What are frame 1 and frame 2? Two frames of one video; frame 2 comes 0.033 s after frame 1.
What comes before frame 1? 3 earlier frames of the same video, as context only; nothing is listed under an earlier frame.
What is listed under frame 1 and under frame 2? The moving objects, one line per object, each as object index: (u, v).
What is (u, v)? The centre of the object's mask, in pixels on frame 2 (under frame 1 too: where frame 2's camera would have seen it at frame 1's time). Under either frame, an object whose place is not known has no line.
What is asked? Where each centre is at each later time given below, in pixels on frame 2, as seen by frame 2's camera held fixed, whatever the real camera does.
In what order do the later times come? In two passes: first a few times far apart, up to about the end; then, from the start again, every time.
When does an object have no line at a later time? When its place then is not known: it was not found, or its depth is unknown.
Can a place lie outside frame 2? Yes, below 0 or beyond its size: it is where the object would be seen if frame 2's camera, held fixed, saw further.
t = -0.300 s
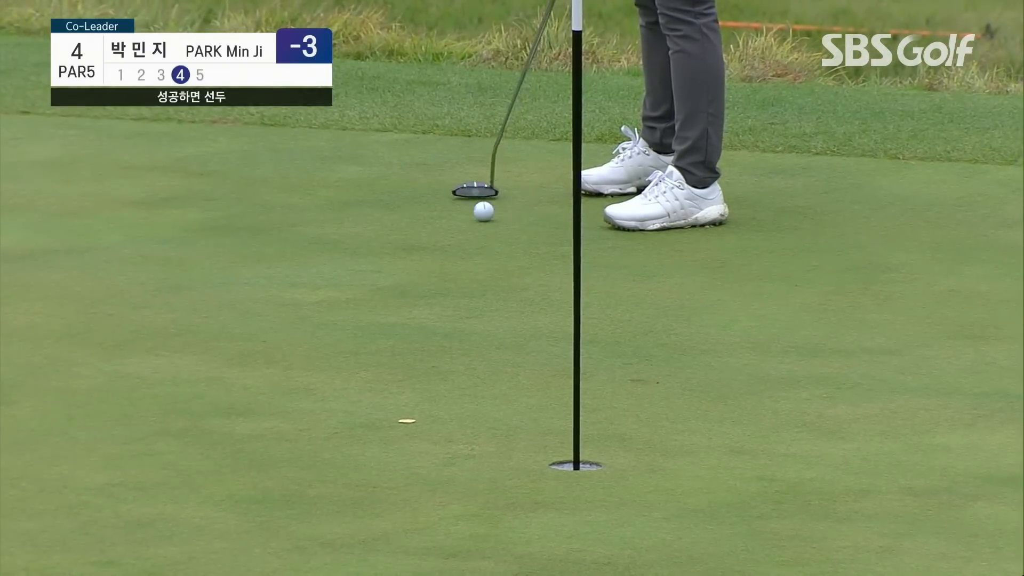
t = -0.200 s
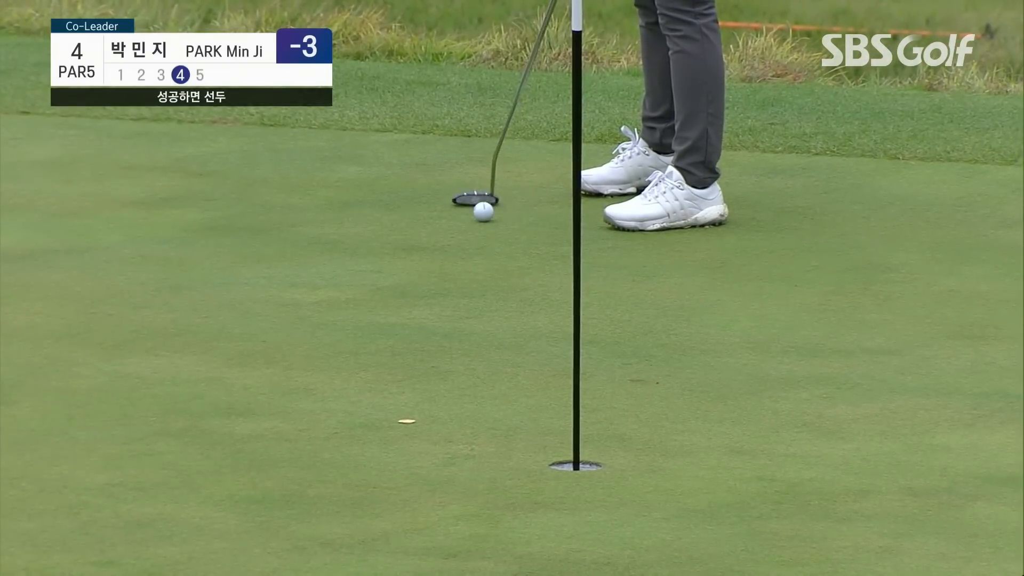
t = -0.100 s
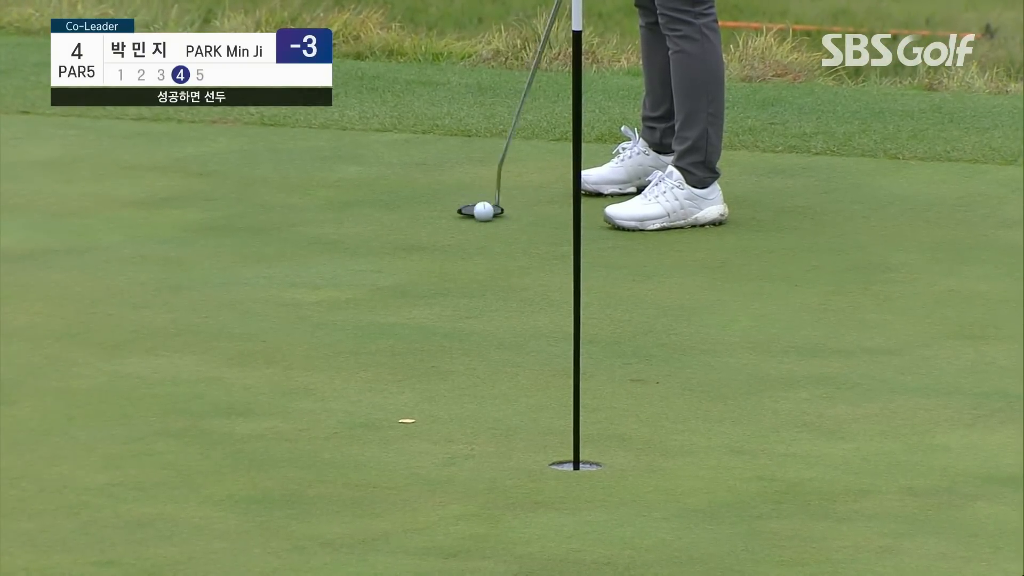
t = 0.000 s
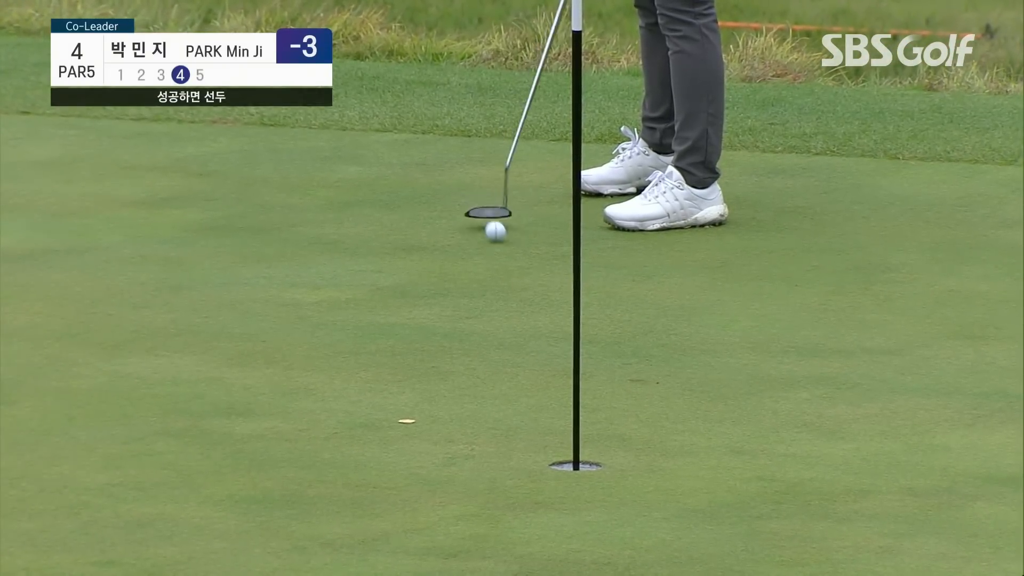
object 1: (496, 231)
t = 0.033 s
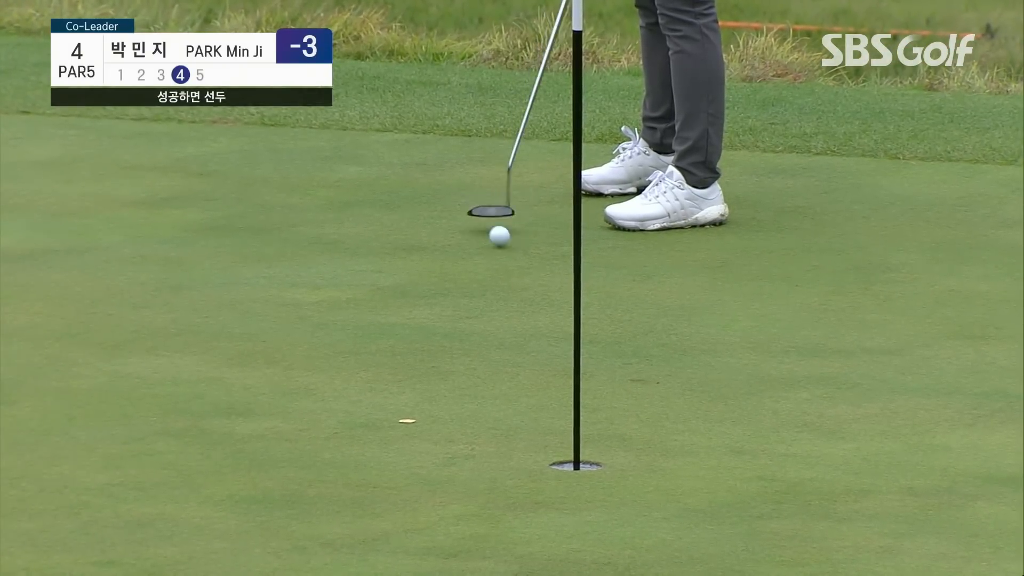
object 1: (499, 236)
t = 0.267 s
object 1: (519, 273)
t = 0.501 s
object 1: (537, 305)
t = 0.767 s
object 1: (554, 338)
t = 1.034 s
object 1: (567, 368)
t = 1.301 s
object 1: (587, 395)
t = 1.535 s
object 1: (596, 414)
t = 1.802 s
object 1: (603, 432)
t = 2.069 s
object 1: (608, 443)
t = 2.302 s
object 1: (611, 450)
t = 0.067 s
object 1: (503, 243)
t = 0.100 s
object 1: (506, 248)
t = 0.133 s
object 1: (509, 253)
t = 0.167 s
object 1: (511, 258)
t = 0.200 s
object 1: (514, 263)
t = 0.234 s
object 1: (516, 268)
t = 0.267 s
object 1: (519, 273)
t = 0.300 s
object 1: (522, 277)
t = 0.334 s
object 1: (524, 282)
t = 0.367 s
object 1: (527, 287)
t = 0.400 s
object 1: (529, 292)
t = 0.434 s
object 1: (532, 296)
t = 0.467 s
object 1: (535, 301)
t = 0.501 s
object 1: (537, 305)
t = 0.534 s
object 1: (539, 310)
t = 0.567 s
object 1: (541, 314)
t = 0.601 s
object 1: (543, 318)
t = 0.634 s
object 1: (545, 323)
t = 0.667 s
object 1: (548, 327)
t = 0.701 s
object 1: (550, 330)
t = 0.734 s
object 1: (552, 335)
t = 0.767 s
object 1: (554, 338)
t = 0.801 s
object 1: (556, 343)
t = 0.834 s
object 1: (558, 347)
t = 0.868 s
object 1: (560, 350)
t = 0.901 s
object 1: (563, 355)
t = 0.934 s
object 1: (564, 358)
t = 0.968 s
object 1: (565, 361)
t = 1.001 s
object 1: (566, 365)
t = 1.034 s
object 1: (567, 368)
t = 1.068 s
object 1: (571, 372)
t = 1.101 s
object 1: (569, 376)
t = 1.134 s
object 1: (583, 379)
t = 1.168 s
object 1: (584, 382)
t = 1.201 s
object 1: (585, 385)
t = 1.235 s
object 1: (586, 388)
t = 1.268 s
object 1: (586, 392)
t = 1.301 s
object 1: (587, 395)
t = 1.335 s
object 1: (588, 398)
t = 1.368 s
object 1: (589, 400)
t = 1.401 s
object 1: (591, 403)
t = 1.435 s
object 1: (592, 406)
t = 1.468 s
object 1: (593, 409)
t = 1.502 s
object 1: (595, 411)
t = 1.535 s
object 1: (596, 414)
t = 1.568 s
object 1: (597, 416)
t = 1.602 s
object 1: (598, 419)
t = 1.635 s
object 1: (599, 421)
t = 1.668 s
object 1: (600, 423)
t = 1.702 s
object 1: (601, 425)
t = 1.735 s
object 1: (602, 427)
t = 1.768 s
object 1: (603, 430)
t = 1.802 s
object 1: (603, 432)
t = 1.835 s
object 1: (604, 433)
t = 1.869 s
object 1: (604, 435)
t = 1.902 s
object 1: (605, 437)
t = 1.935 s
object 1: (606, 438)
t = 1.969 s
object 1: (606, 440)
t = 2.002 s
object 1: (607, 441)
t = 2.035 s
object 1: (607, 442)
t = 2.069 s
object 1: (608, 443)
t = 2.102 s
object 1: (608, 445)
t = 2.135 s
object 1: (609, 446)
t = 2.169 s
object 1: (609, 447)
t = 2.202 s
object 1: (610, 448)
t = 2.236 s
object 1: (610, 449)
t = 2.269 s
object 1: (611, 450)
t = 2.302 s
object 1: (611, 450)
